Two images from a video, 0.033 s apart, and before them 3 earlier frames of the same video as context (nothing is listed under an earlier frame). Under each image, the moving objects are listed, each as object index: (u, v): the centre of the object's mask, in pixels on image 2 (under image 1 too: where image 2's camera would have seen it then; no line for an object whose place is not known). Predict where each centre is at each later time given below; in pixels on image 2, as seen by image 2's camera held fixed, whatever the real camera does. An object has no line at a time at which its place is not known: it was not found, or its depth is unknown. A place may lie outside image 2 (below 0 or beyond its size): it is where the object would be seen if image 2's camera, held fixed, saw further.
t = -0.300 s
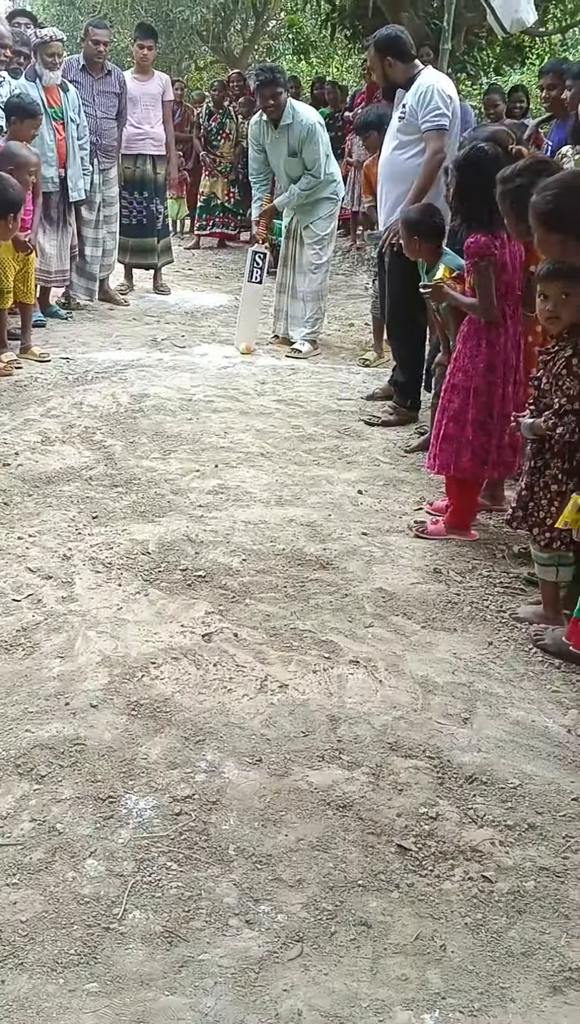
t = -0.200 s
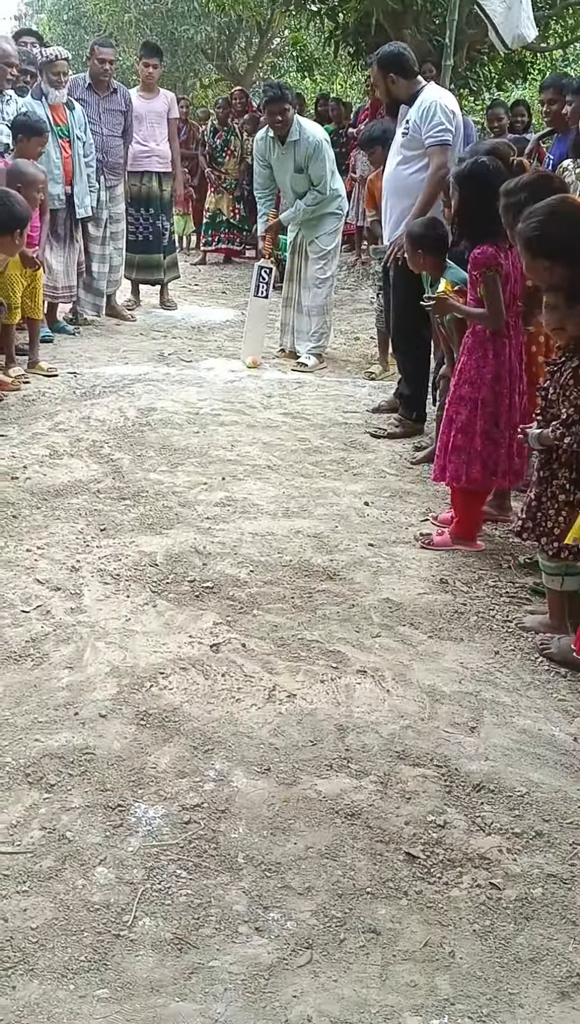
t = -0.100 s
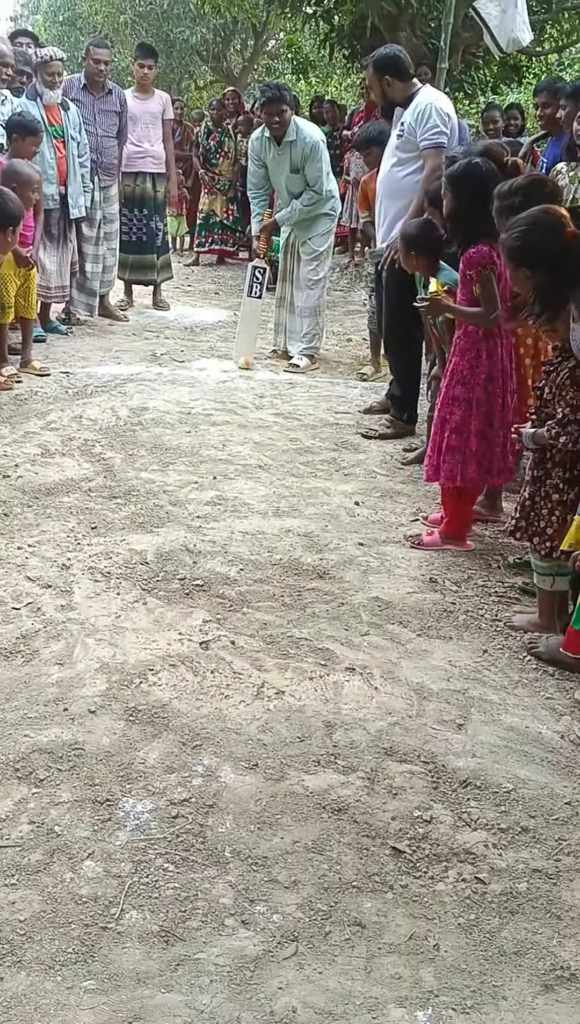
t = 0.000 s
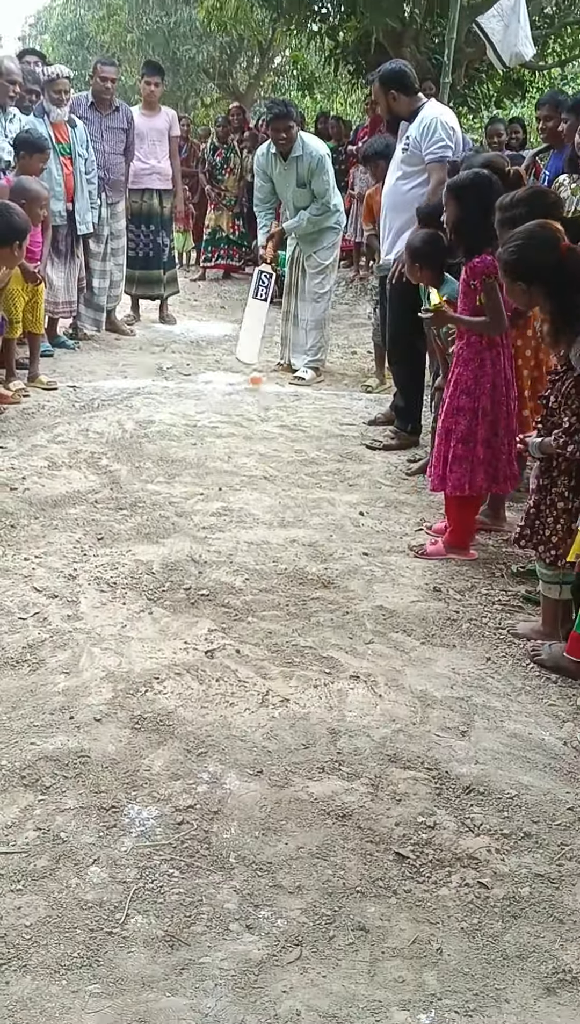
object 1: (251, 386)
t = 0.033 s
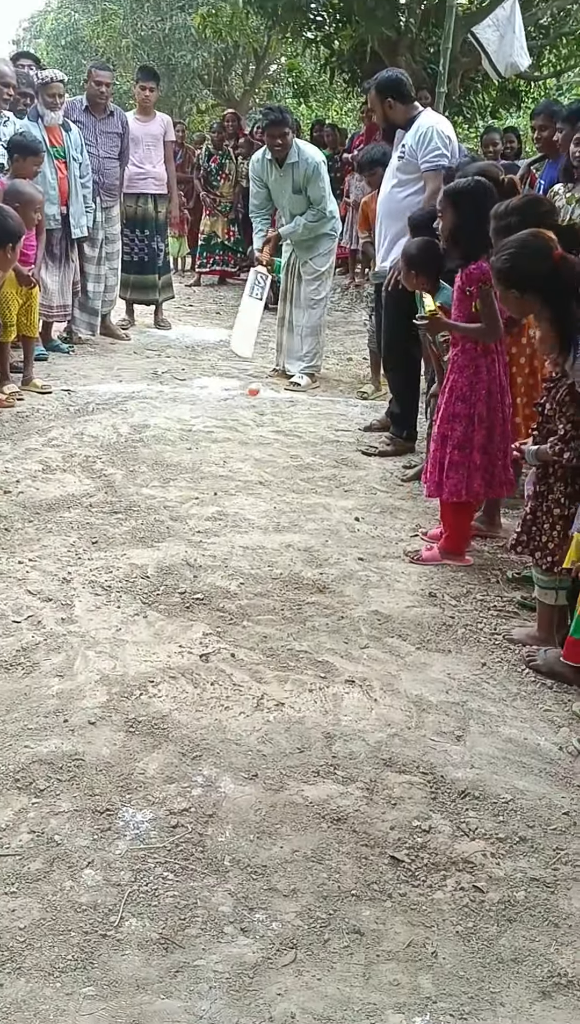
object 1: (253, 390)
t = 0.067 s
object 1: (255, 398)
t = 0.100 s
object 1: (258, 409)
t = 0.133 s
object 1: (260, 421)
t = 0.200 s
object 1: (261, 429)
